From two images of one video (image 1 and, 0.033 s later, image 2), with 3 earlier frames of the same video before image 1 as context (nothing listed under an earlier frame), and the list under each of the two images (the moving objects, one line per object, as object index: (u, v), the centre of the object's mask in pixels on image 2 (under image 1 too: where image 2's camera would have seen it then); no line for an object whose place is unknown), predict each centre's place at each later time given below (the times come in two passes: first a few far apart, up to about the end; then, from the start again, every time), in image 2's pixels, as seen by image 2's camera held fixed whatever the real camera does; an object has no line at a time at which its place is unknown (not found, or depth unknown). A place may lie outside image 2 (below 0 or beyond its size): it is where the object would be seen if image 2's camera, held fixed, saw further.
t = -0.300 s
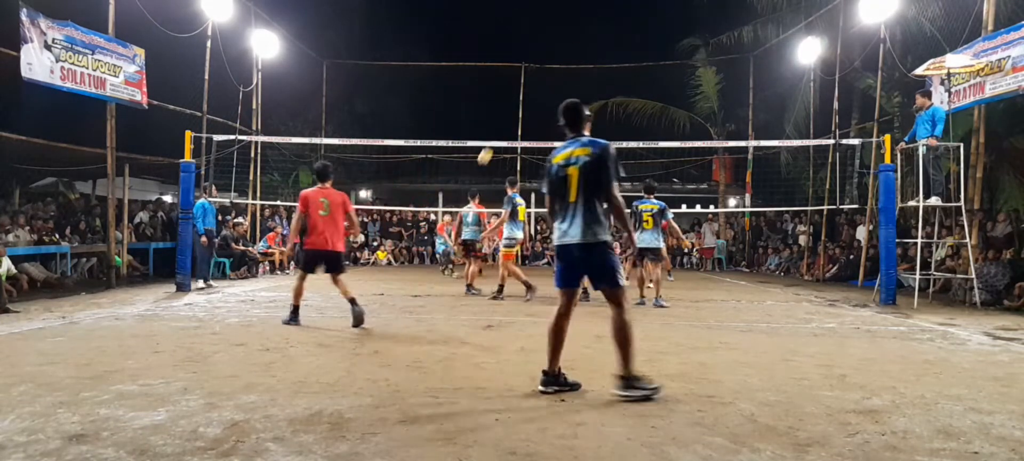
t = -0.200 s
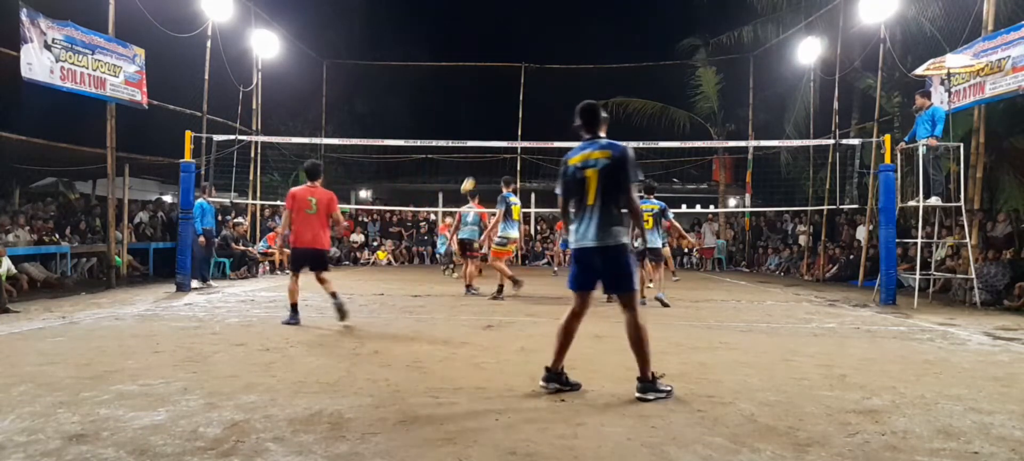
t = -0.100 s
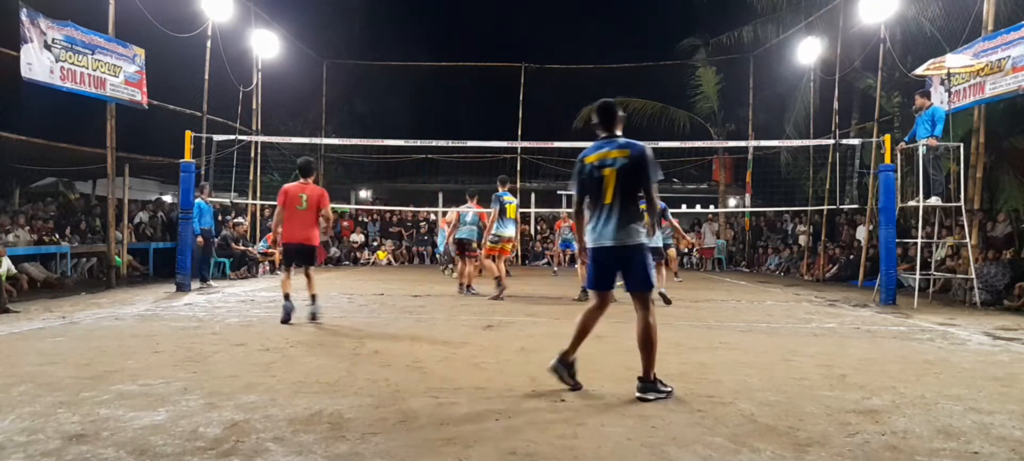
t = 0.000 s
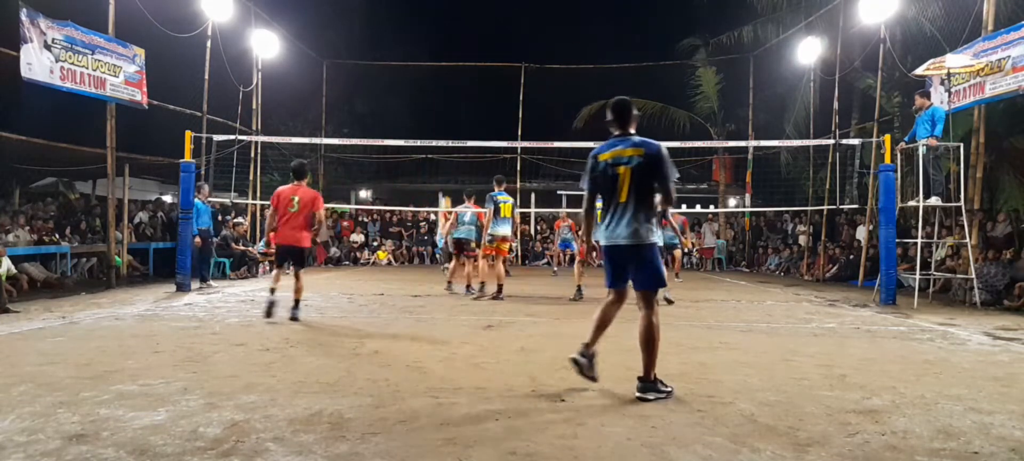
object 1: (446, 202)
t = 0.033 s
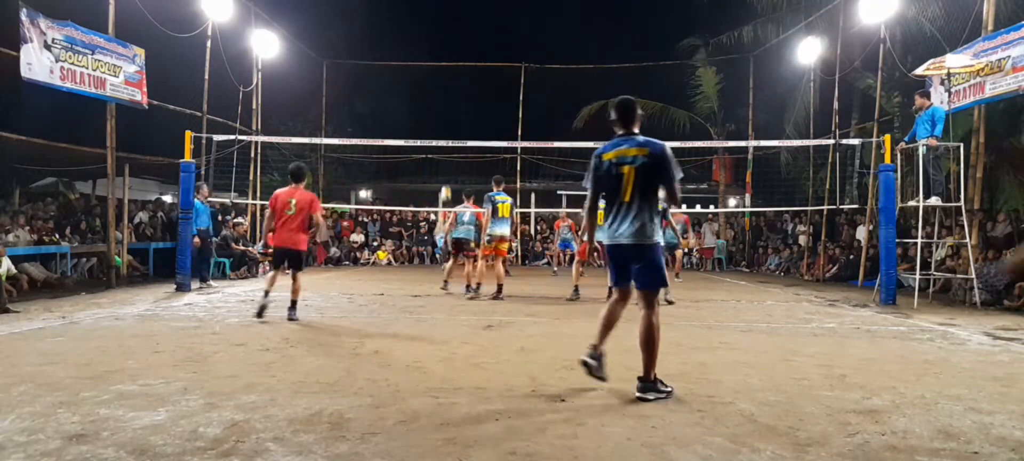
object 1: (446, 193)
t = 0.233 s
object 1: (446, 135)
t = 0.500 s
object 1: (444, 86)
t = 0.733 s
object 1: (442, 68)
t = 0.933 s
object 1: (441, 75)
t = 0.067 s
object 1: (446, 183)
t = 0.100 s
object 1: (446, 172)
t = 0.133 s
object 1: (446, 163)
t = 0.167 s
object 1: (446, 154)
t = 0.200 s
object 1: (446, 147)
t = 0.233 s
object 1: (446, 135)
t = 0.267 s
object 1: (446, 129)
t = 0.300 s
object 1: (446, 121)
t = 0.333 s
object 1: (446, 114)
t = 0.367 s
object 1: (446, 108)
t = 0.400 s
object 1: (445, 102)
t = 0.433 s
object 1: (445, 96)
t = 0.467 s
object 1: (444, 91)
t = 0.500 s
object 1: (444, 86)
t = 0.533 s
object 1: (444, 82)
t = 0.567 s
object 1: (444, 78)
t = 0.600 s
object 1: (444, 75)
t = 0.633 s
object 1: (443, 72)
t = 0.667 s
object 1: (443, 70)
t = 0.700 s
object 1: (442, 69)
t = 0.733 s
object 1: (442, 68)
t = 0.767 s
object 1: (441, 67)
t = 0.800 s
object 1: (441, 67)
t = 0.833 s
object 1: (441, 68)
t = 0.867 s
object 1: (441, 70)
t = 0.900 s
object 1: (441, 72)
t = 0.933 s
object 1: (441, 75)
